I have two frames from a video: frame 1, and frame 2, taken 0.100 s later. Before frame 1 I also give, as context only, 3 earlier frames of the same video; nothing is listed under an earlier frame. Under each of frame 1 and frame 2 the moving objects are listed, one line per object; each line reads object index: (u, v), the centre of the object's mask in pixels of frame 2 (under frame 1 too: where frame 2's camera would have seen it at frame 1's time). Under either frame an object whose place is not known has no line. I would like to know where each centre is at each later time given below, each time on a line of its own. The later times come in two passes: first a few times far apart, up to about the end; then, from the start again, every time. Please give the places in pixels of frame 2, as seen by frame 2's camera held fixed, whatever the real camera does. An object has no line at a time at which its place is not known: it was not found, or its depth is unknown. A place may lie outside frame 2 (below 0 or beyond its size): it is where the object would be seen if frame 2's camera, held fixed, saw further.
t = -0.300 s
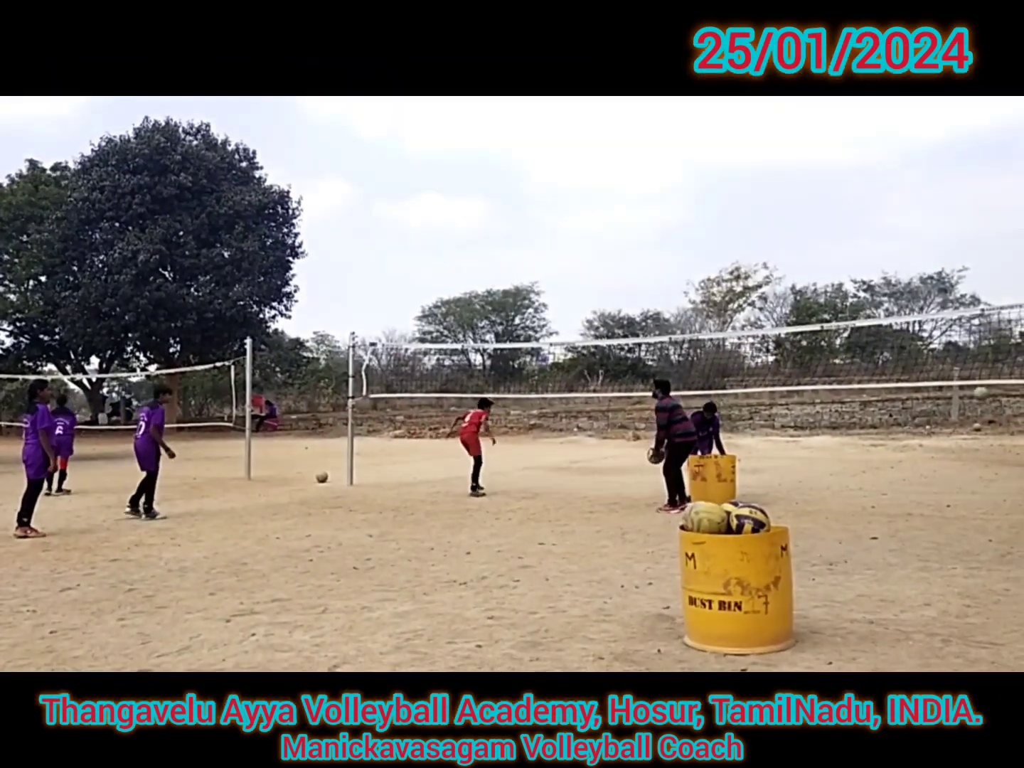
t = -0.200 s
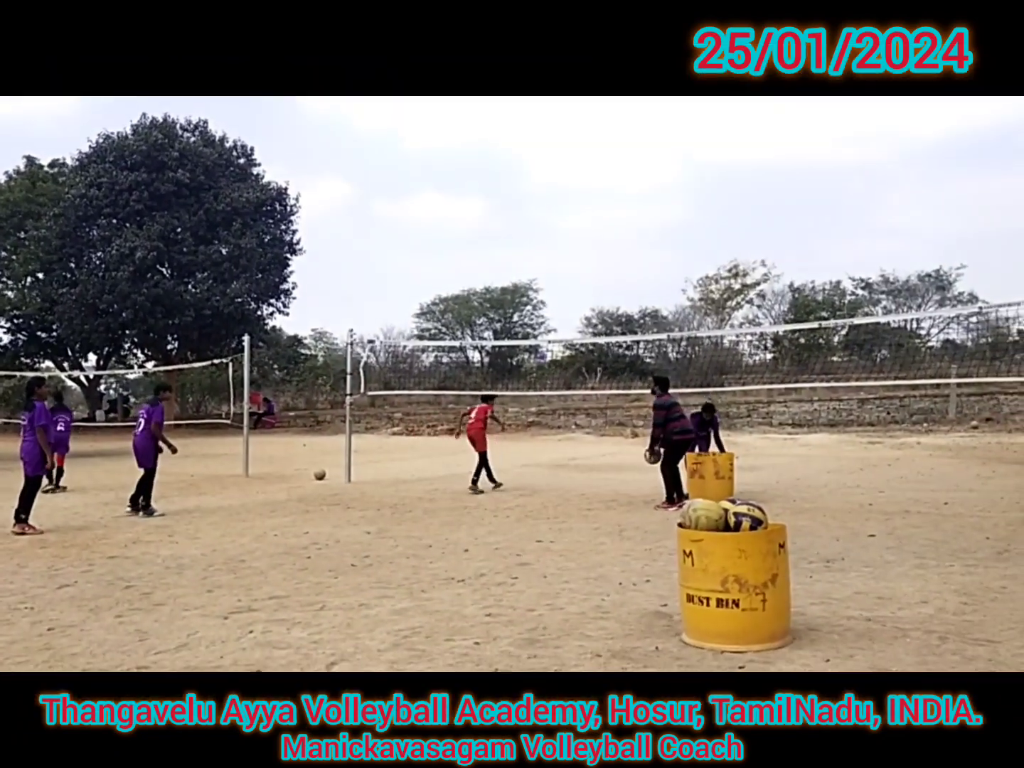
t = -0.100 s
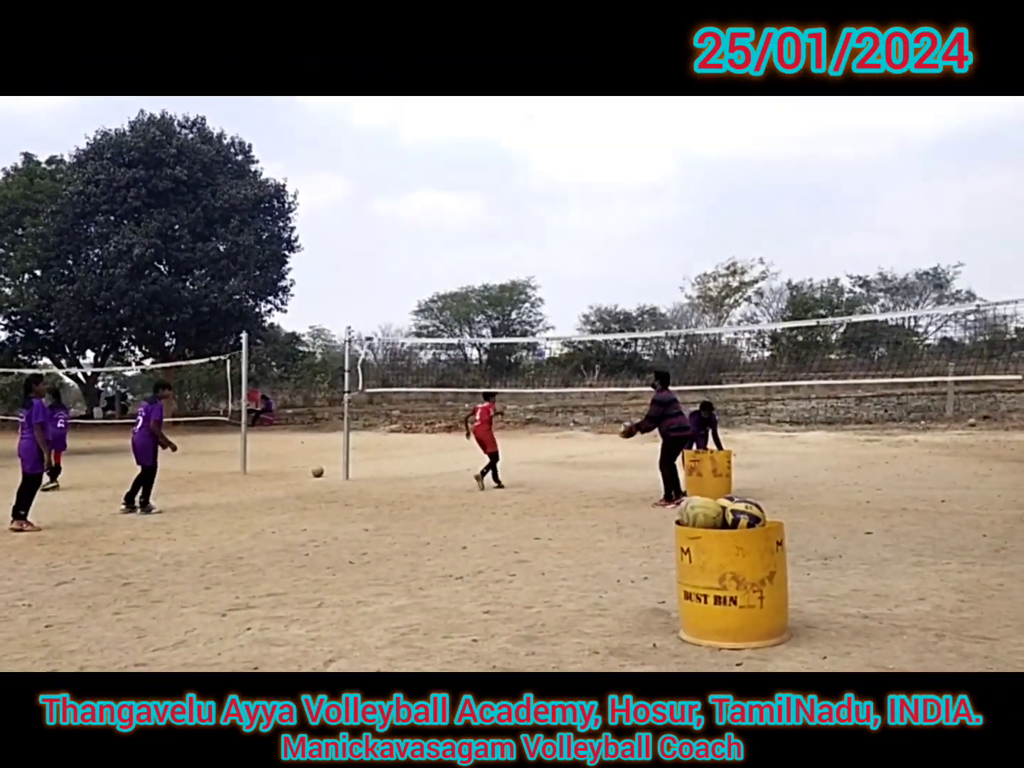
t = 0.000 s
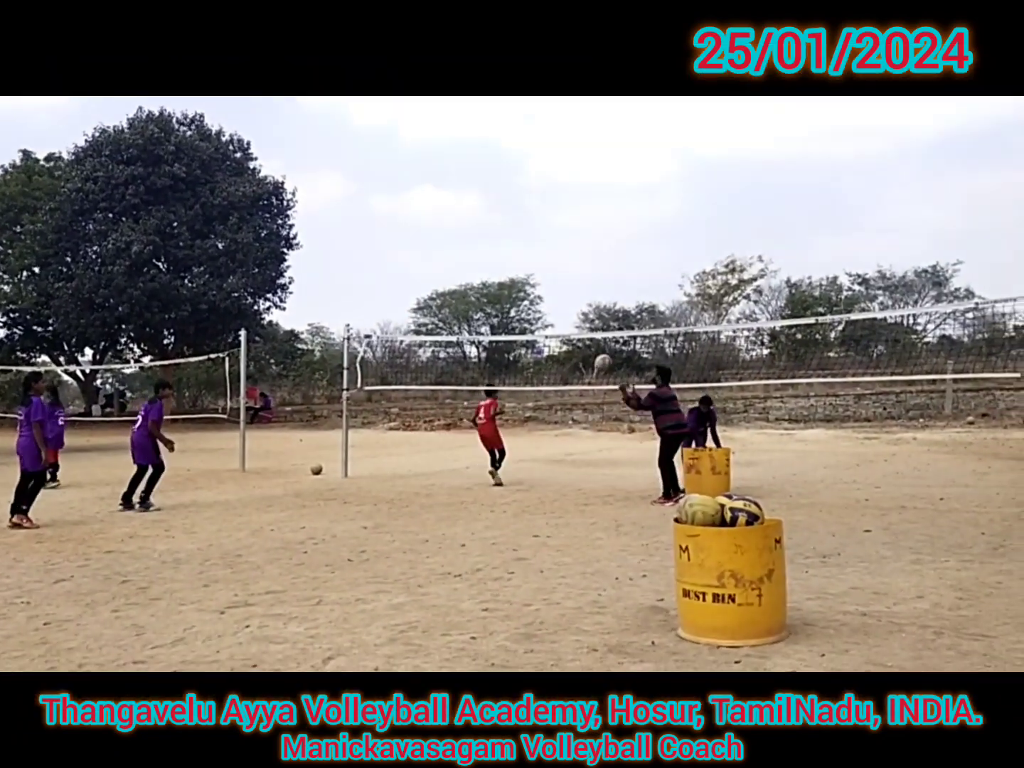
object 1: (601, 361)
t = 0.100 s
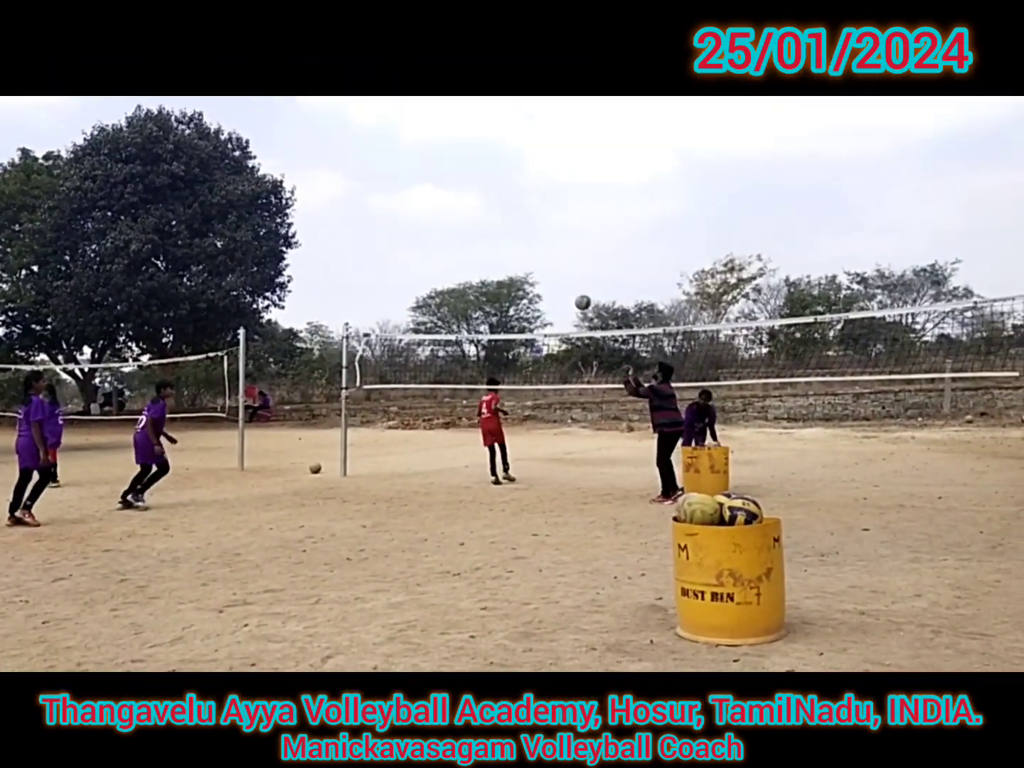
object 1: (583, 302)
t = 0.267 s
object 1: (551, 223)
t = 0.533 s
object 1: (502, 145)
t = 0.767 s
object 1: (462, 122)
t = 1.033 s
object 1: (418, 143)
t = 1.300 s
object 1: (379, 211)
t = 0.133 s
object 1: (576, 284)
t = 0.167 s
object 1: (570, 267)
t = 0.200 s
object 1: (563, 251)
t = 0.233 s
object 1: (557, 237)
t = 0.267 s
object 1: (551, 223)
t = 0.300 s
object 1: (545, 210)
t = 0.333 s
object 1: (539, 198)
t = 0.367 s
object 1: (532, 187)
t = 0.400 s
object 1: (526, 177)
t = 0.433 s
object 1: (520, 167)
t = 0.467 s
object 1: (514, 159)
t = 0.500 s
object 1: (508, 151)
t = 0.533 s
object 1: (502, 145)
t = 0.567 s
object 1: (496, 139)
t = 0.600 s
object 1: (490, 135)
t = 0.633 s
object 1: (484, 130)
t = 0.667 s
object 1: (479, 127)
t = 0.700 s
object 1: (473, 125)
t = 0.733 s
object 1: (467, 123)
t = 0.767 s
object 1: (462, 122)
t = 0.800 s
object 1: (456, 122)
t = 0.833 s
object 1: (450, 123)
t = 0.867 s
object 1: (445, 125)
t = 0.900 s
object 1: (439, 127)
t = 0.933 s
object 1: (434, 130)
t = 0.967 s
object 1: (429, 134)
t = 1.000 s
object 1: (424, 138)
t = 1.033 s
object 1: (418, 143)
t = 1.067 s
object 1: (413, 149)
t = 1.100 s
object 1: (408, 156)
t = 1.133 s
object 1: (403, 164)
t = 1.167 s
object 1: (398, 172)
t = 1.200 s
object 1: (393, 181)
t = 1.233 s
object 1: (388, 190)
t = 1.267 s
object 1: (384, 200)
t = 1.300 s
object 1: (379, 211)
